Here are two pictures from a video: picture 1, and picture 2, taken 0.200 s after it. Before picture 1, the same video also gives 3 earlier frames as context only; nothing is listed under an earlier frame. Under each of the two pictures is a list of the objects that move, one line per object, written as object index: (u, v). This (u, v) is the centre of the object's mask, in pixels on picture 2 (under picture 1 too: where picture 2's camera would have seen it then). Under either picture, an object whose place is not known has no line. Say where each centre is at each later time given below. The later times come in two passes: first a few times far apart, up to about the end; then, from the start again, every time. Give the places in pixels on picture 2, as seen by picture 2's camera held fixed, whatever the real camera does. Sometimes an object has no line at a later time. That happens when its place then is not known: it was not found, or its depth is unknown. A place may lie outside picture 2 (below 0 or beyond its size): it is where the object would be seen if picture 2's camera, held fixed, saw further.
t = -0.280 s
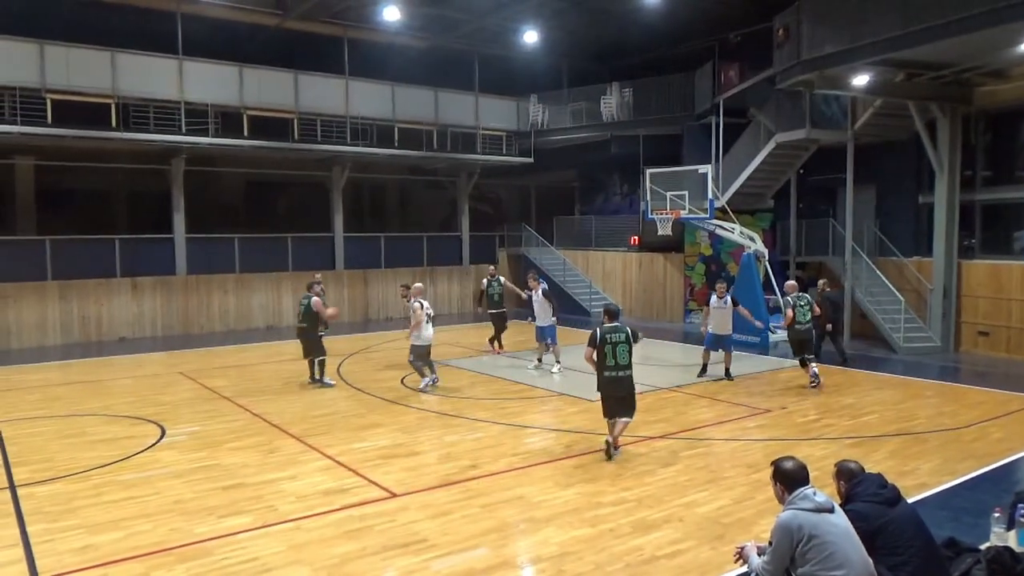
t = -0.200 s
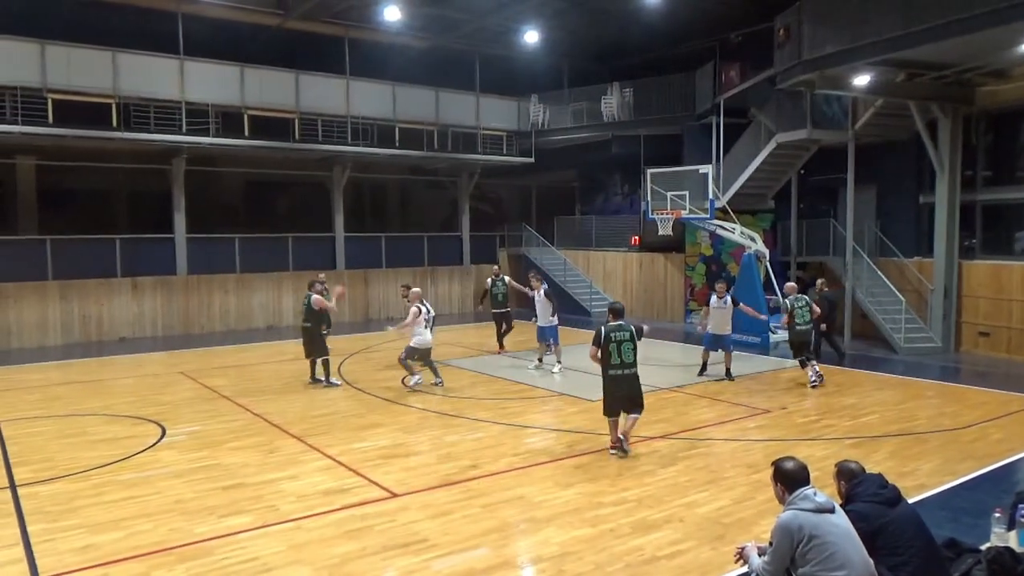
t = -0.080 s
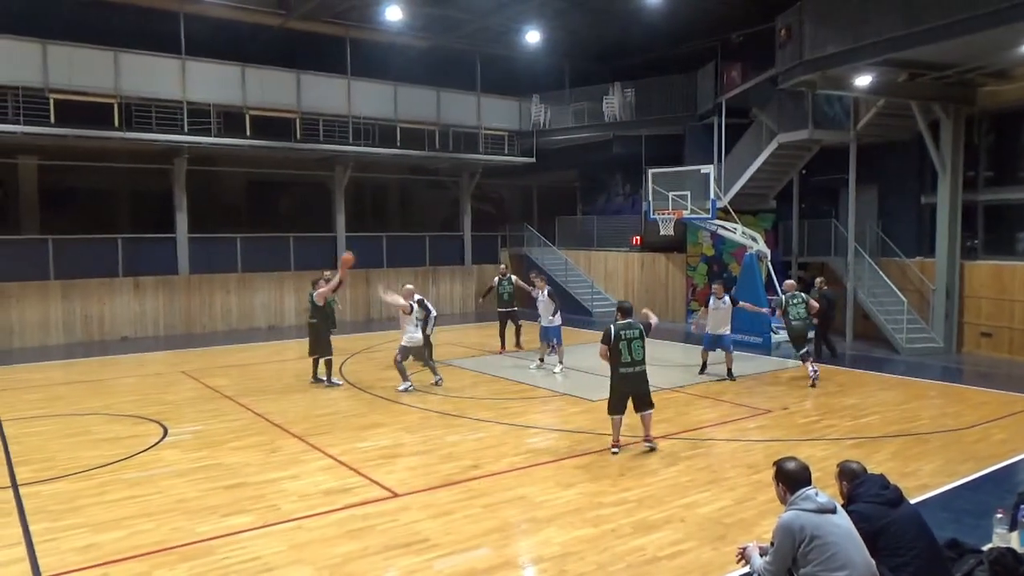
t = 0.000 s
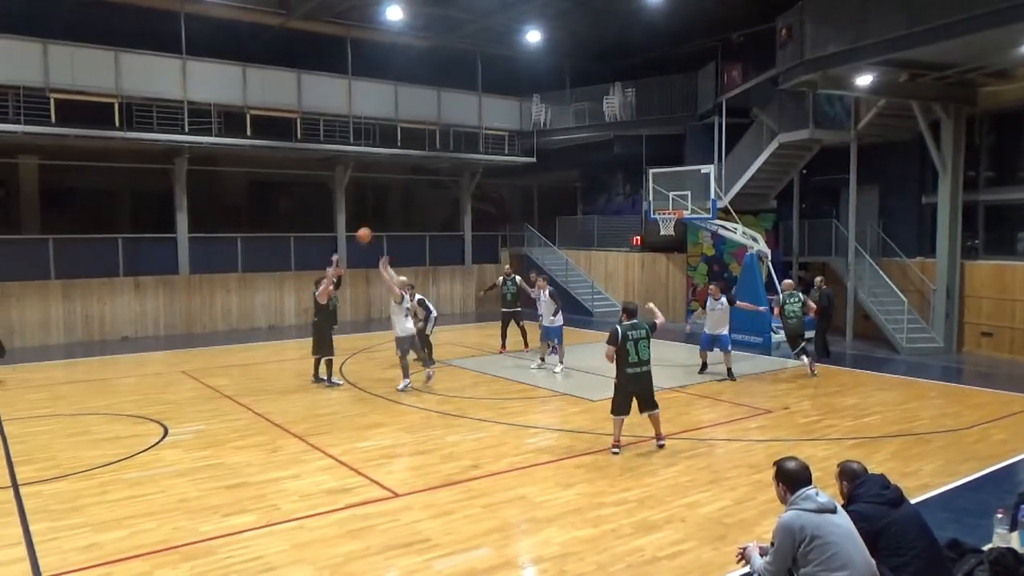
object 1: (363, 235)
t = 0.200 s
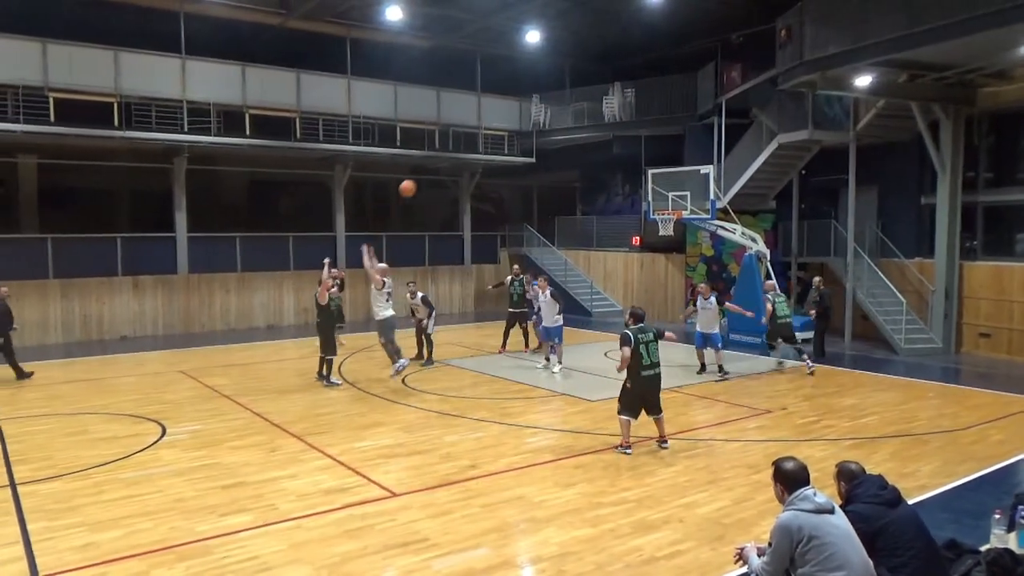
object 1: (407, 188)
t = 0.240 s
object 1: (416, 181)
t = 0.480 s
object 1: (479, 158)
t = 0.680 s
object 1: (539, 169)
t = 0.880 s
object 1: (608, 212)
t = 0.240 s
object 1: (416, 181)
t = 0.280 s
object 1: (427, 175)
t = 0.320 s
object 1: (436, 170)
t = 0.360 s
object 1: (446, 165)
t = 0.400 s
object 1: (457, 162)
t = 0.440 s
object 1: (467, 160)
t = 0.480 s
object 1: (479, 158)
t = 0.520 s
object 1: (490, 158)
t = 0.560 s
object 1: (503, 159)
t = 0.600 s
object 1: (514, 161)
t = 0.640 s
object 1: (526, 164)
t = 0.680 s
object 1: (539, 169)
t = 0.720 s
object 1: (552, 174)
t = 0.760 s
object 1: (565, 182)
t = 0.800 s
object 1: (579, 190)
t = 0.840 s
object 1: (593, 200)
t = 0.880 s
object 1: (608, 212)
